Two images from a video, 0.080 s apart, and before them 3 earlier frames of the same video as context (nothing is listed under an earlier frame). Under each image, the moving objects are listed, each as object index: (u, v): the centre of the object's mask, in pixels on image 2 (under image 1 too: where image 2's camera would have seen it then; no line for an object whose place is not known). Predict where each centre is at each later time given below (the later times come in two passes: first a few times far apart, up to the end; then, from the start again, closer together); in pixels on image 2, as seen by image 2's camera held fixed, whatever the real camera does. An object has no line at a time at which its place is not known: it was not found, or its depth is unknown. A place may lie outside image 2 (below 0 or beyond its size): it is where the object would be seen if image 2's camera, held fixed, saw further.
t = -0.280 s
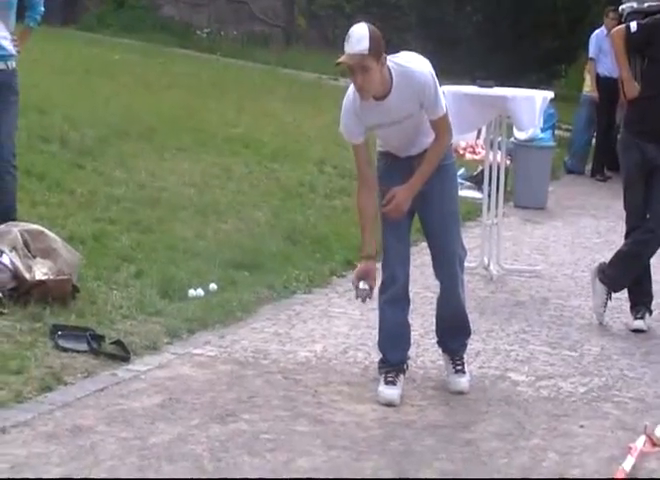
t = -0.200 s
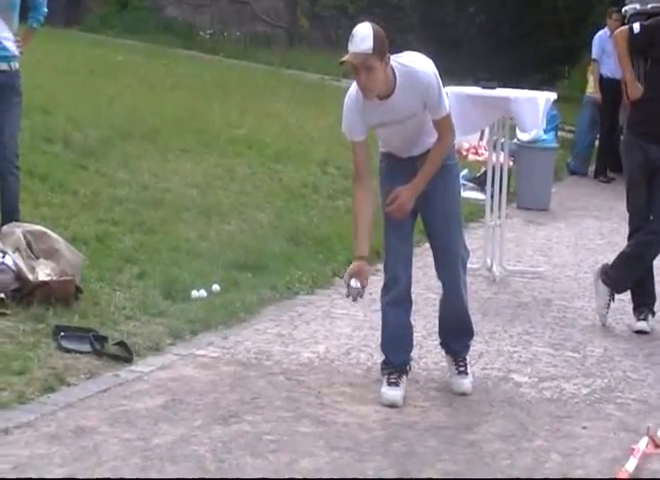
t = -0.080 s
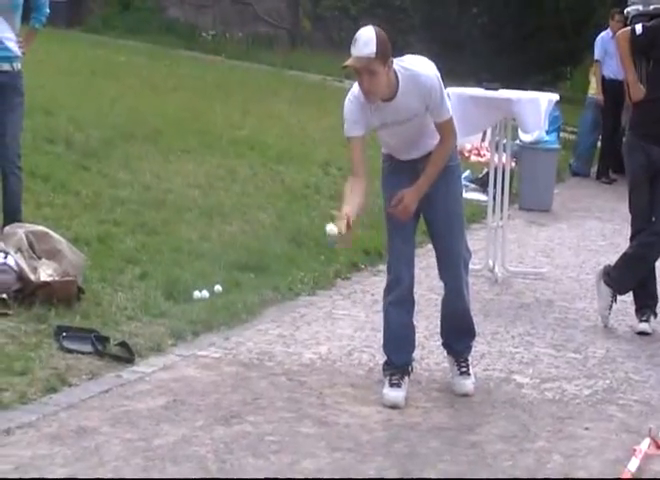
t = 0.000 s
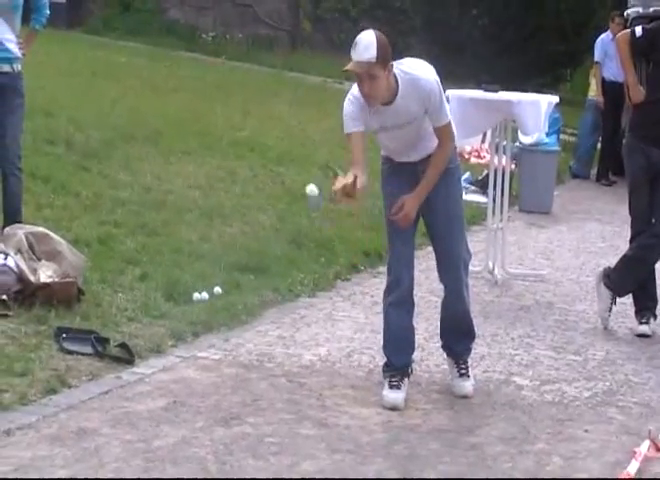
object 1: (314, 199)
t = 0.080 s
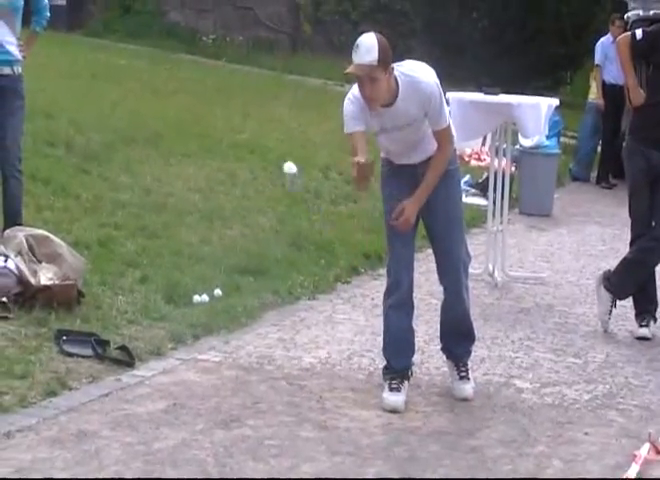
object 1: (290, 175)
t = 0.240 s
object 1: (235, 180)
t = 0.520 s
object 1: (96, 481)
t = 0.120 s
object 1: (278, 165)
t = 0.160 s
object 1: (265, 164)
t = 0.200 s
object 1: (251, 171)
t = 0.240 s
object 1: (235, 180)
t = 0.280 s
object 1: (219, 196)
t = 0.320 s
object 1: (202, 226)
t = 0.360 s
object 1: (184, 256)
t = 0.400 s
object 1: (165, 297)
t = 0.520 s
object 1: (96, 481)
